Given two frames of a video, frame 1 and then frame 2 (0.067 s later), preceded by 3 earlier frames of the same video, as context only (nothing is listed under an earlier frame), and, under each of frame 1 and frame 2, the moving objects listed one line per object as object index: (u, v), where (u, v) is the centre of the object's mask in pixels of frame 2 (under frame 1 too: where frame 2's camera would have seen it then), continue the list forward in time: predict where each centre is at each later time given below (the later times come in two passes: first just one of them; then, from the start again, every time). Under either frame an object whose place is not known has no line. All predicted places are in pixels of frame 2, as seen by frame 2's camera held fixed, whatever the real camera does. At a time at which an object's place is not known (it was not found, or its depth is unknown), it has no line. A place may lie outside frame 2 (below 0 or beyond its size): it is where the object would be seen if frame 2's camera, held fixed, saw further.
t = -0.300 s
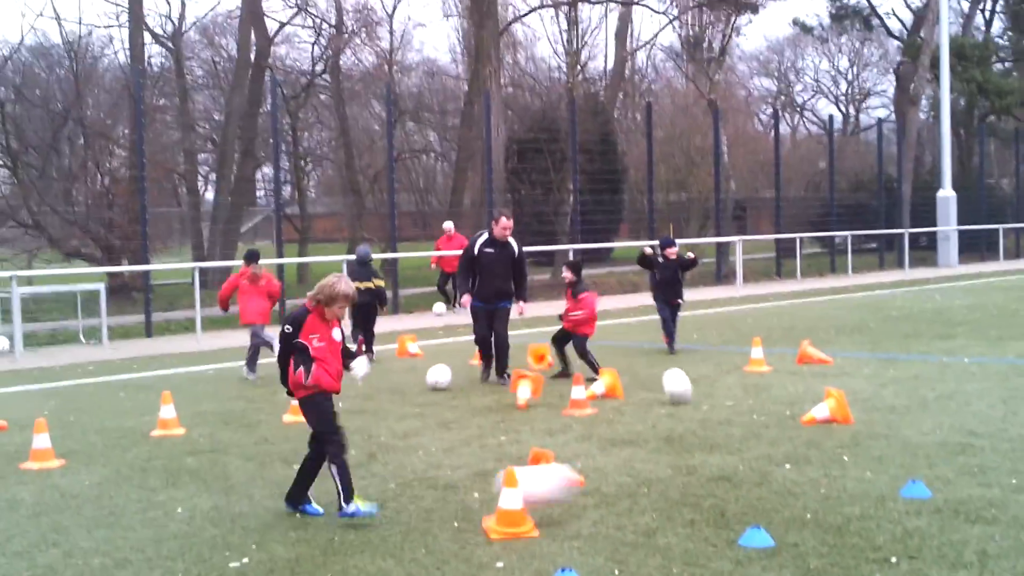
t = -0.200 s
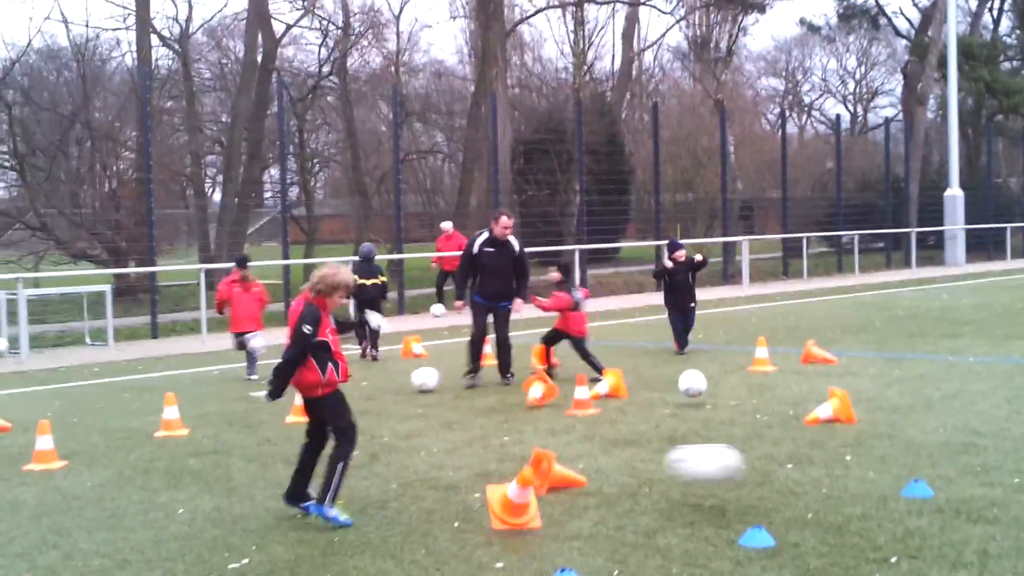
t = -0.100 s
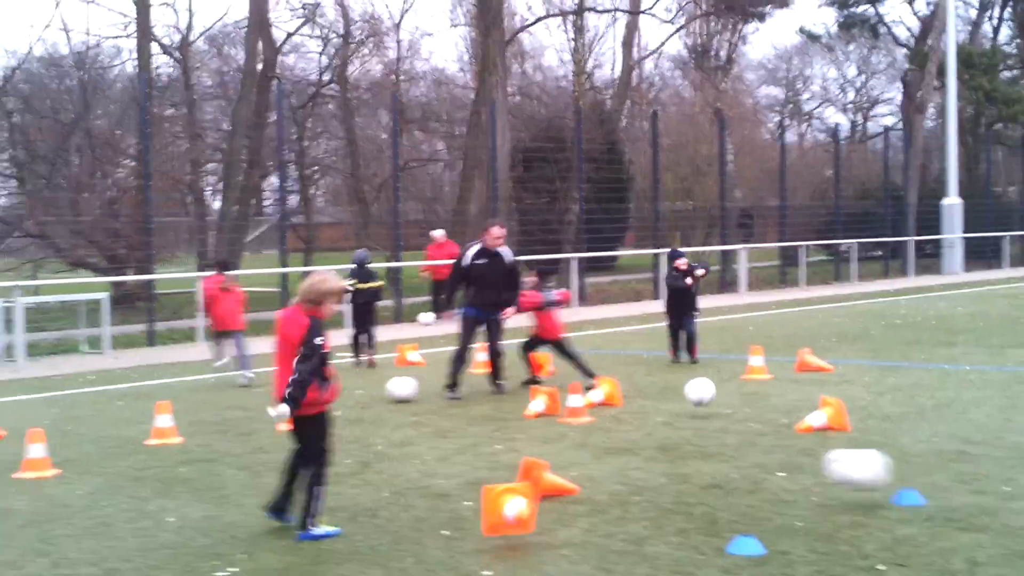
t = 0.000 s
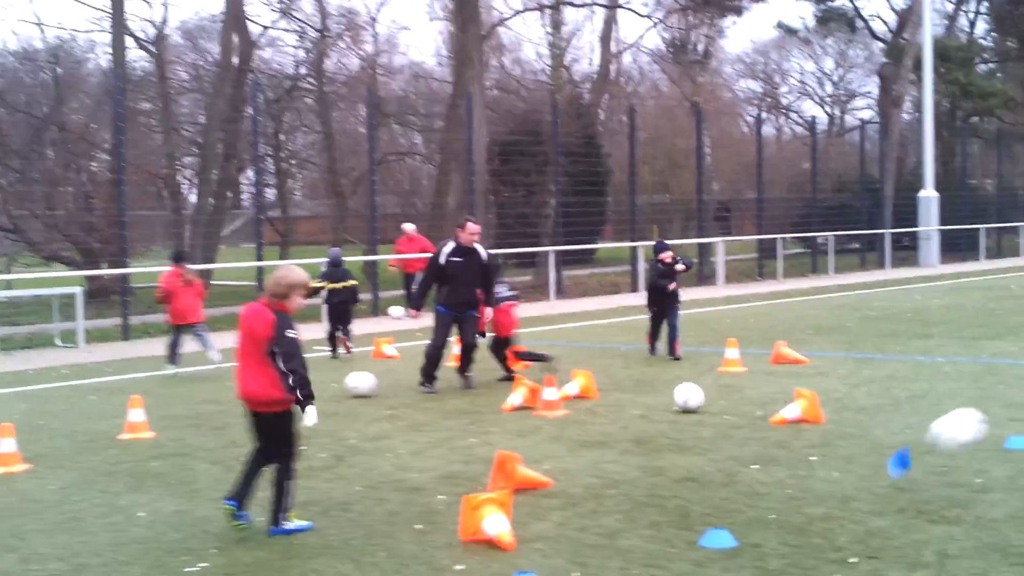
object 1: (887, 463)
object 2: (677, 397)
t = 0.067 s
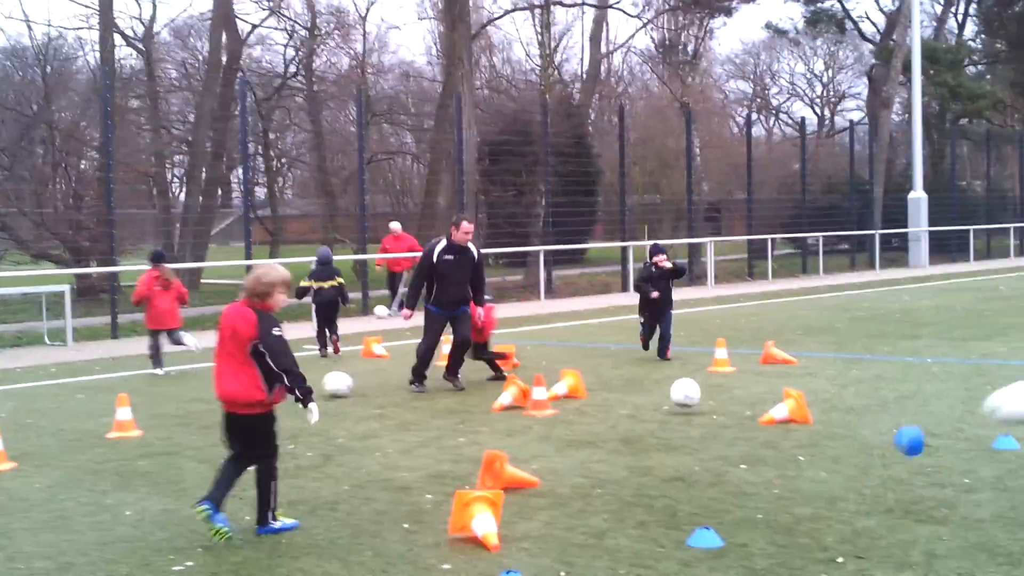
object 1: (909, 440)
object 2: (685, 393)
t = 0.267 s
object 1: (955, 432)
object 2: (711, 402)
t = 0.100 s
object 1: (918, 439)
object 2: (689, 392)
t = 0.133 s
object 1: (923, 431)
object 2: (693, 393)
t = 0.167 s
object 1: (929, 429)
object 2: (697, 395)
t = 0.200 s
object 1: (936, 428)
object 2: (702, 400)
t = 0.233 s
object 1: (948, 430)
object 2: (707, 403)
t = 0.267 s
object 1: (955, 432)
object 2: (711, 402)
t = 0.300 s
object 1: (962, 441)
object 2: (716, 401)
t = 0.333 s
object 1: (965, 449)
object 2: (720, 401)
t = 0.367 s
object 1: (970, 456)
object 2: (724, 405)
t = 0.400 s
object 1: (976, 458)
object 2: (727, 406)
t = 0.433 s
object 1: (978, 455)
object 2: (731, 408)
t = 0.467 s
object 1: (984, 453)
